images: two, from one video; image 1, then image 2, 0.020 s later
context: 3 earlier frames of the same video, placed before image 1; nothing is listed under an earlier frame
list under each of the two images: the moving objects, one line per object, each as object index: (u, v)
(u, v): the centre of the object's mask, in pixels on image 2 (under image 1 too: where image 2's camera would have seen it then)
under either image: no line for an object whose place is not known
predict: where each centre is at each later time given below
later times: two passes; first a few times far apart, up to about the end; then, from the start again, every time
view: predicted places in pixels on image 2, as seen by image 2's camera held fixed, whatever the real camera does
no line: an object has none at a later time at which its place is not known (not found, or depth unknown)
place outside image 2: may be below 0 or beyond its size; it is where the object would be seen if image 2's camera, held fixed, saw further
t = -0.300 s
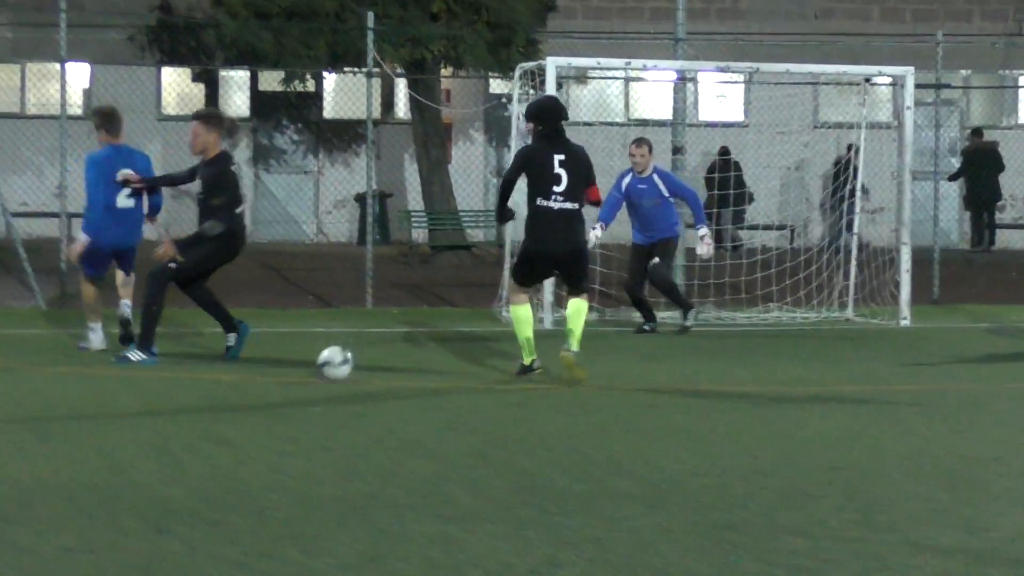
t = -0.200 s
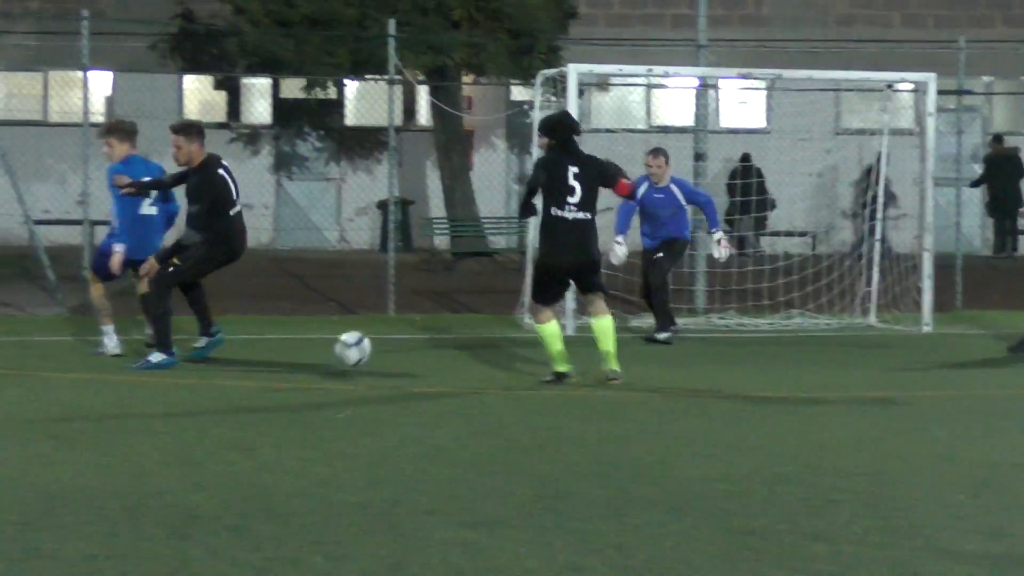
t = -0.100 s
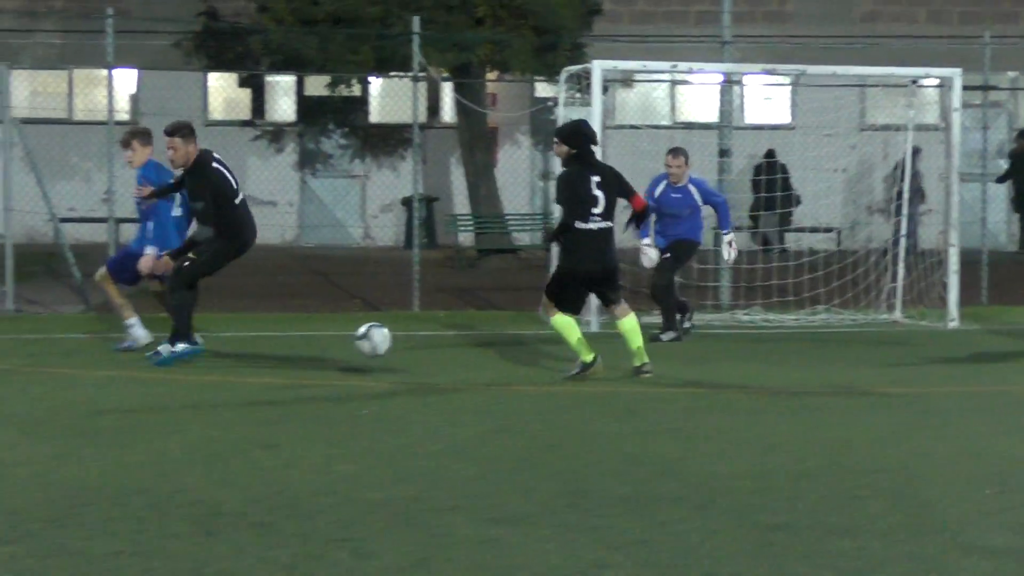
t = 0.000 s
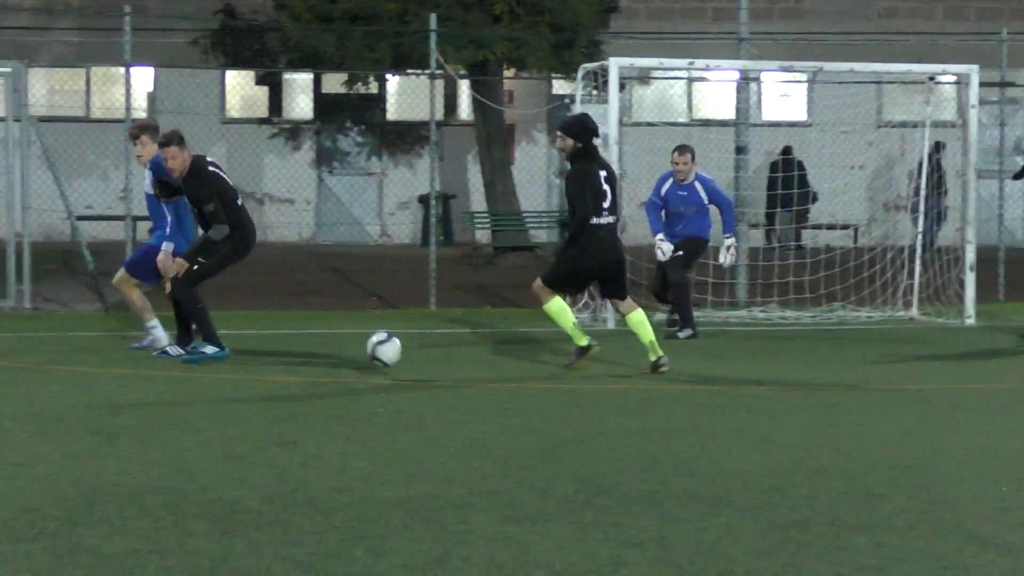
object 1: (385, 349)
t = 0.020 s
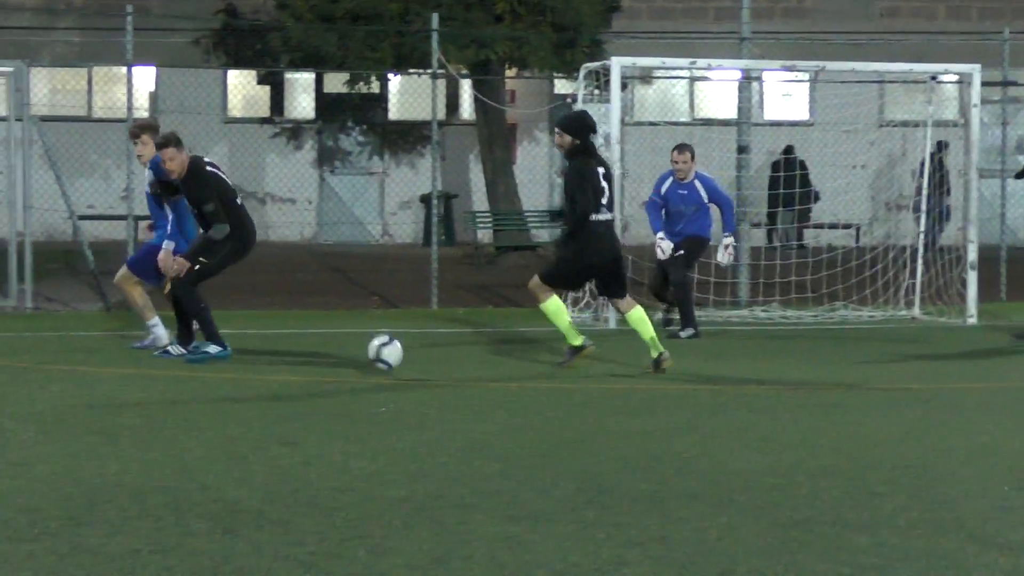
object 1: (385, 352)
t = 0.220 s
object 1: (376, 359)
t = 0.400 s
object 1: (369, 359)
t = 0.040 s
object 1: (384, 357)
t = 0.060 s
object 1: (383, 361)
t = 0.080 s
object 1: (382, 359)
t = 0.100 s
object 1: (381, 357)
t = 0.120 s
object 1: (381, 356)
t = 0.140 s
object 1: (380, 355)
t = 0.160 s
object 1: (380, 355)
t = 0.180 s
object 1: (378, 356)
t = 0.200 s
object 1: (377, 357)
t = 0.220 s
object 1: (376, 359)
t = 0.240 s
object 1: (376, 359)
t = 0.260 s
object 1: (375, 358)
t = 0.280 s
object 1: (374, 358)
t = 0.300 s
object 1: (373, 359)
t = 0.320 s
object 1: (372, 359)
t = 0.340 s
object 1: (371, 358)
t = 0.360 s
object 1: (371, 359)
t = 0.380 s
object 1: (370, 359)
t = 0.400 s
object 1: (369, 359)
